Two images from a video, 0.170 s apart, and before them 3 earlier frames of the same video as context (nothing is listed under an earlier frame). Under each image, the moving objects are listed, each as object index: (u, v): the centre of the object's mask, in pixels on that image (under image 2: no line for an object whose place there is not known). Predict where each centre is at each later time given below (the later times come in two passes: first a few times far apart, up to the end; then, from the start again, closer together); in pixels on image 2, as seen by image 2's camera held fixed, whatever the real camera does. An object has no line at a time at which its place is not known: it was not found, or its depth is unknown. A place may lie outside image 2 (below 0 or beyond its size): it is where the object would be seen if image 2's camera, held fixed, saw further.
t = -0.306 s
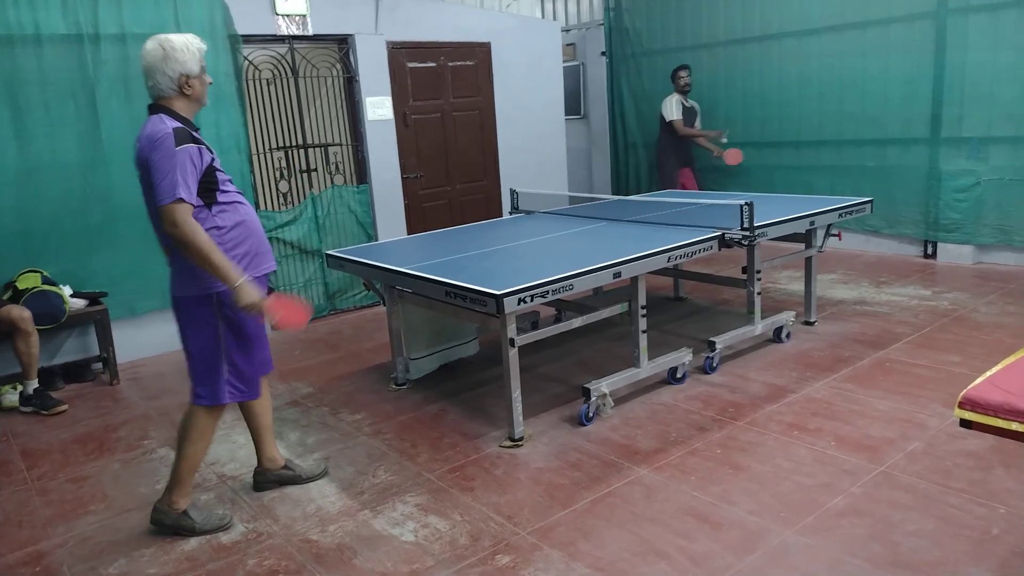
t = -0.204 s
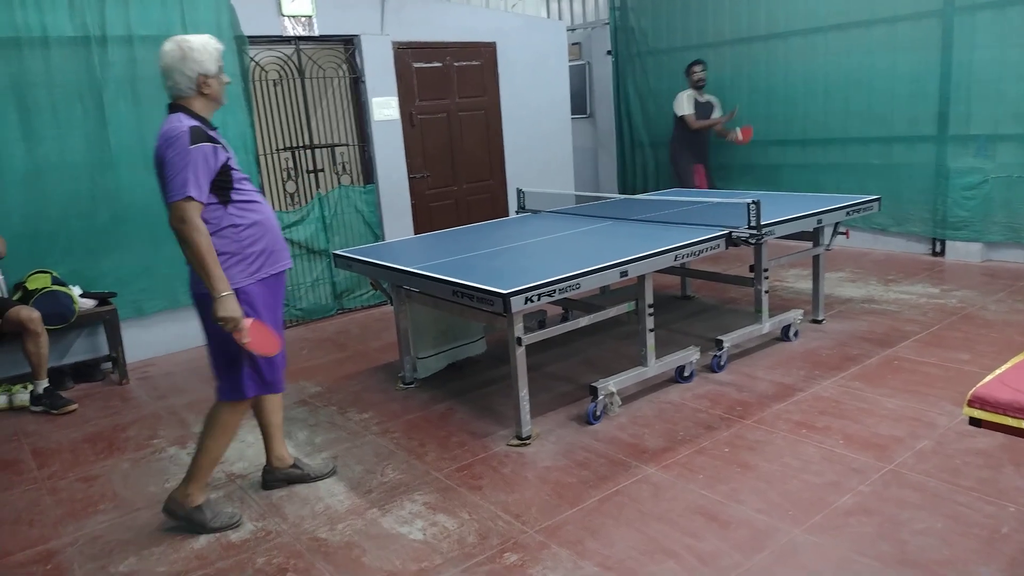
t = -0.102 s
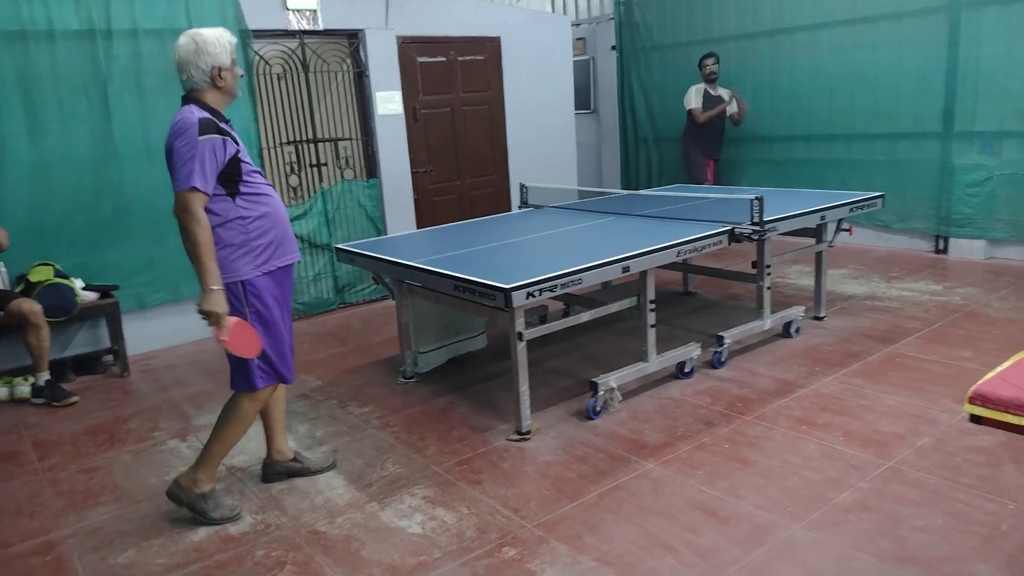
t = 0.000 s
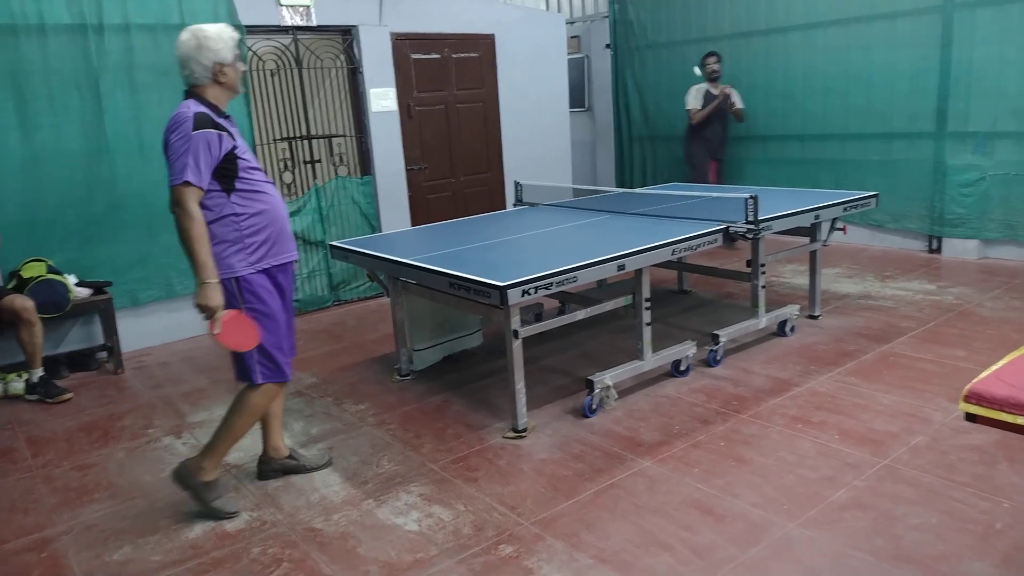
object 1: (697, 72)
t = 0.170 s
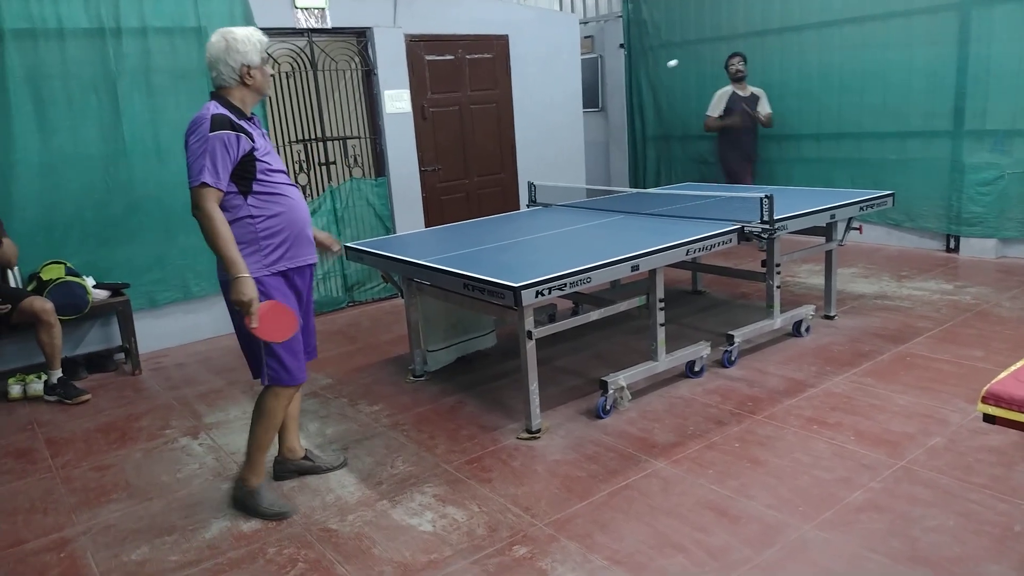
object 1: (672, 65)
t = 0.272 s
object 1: (645, 83)
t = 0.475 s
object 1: (591, 185)
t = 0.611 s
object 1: (555, 181)
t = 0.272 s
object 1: (645, 83)
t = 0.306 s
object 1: (637, 94)
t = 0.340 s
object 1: (628, 107)
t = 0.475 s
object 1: (591, 185)
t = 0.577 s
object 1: (563, 196)
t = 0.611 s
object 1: (555, 181)
